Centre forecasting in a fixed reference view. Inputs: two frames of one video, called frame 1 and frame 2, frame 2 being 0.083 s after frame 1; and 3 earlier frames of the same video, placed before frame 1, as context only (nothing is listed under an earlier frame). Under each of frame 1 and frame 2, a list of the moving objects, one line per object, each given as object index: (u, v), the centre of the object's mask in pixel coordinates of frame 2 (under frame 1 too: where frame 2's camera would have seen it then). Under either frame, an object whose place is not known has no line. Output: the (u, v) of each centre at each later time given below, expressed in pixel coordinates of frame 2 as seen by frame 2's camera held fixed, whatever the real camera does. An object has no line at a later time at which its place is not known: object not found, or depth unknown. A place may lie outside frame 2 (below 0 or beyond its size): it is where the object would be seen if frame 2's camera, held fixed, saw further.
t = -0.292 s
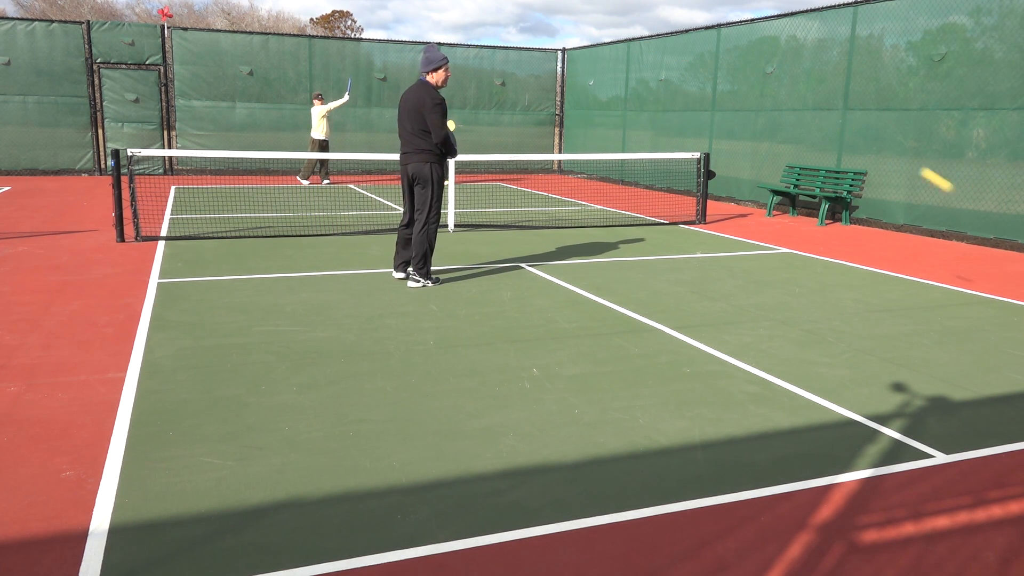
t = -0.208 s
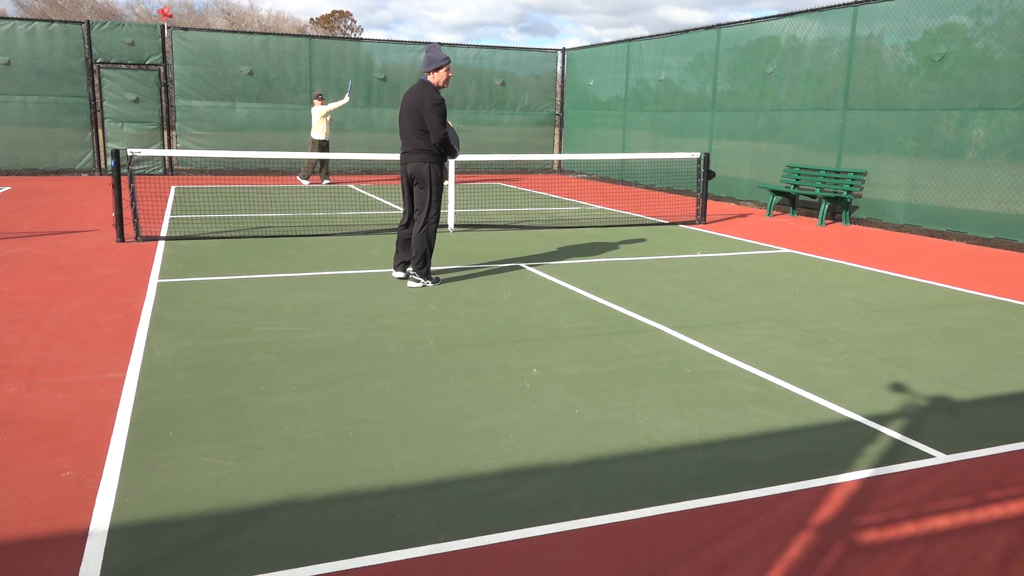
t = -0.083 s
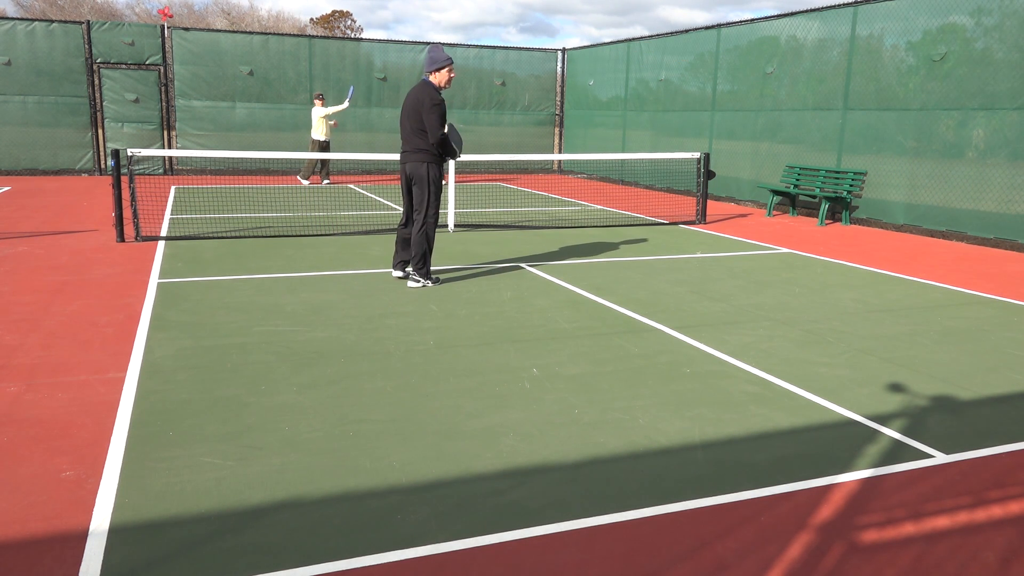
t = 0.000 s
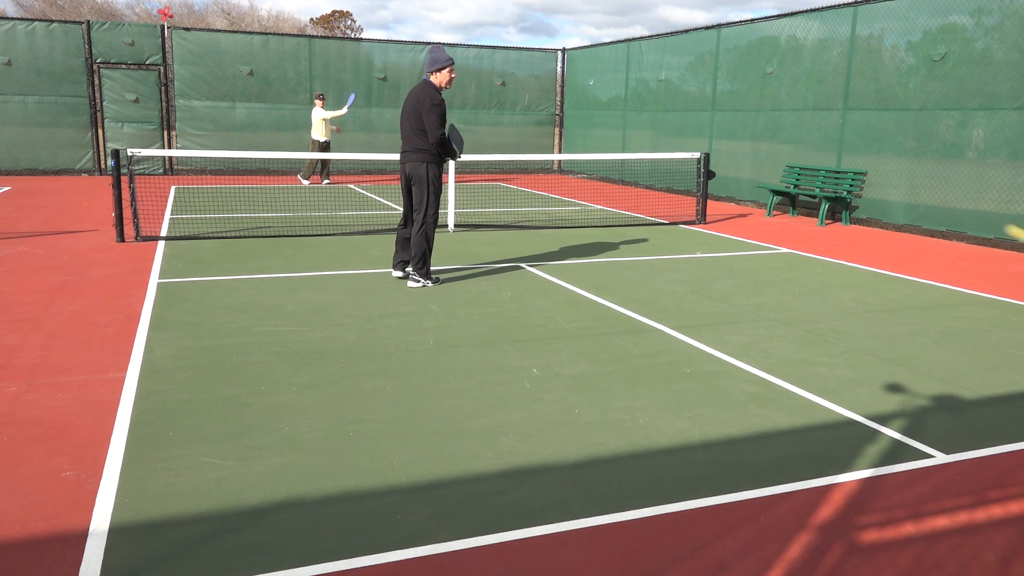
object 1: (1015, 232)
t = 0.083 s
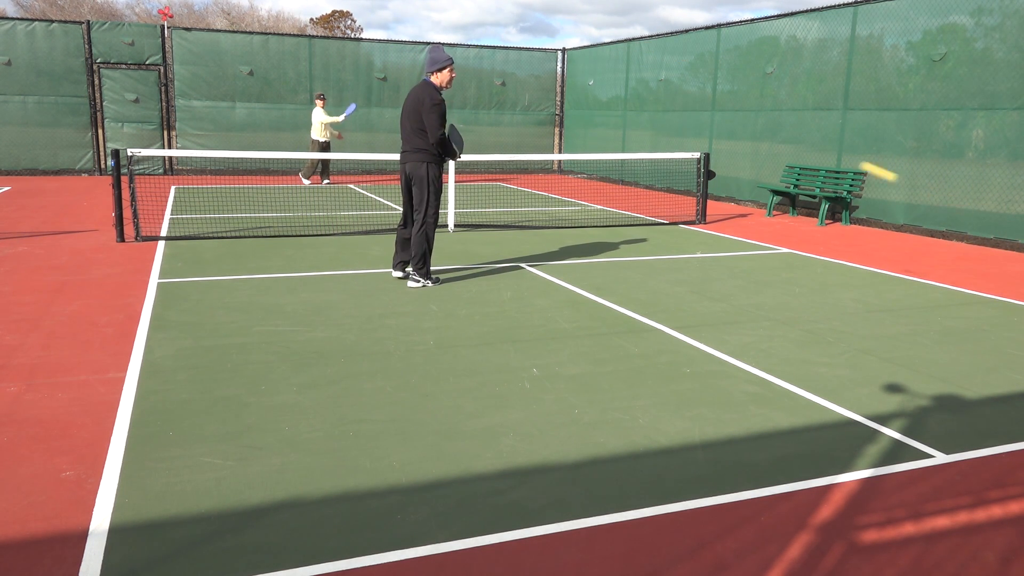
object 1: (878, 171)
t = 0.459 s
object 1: (518, 74)
